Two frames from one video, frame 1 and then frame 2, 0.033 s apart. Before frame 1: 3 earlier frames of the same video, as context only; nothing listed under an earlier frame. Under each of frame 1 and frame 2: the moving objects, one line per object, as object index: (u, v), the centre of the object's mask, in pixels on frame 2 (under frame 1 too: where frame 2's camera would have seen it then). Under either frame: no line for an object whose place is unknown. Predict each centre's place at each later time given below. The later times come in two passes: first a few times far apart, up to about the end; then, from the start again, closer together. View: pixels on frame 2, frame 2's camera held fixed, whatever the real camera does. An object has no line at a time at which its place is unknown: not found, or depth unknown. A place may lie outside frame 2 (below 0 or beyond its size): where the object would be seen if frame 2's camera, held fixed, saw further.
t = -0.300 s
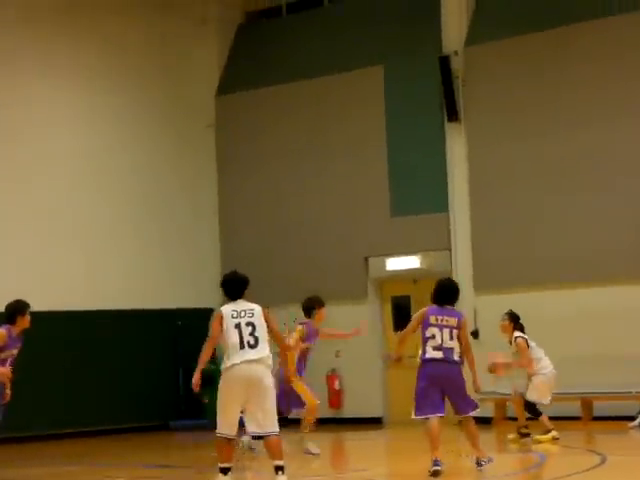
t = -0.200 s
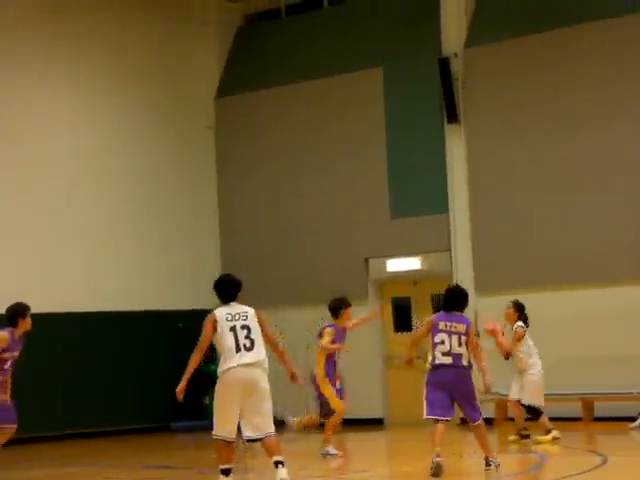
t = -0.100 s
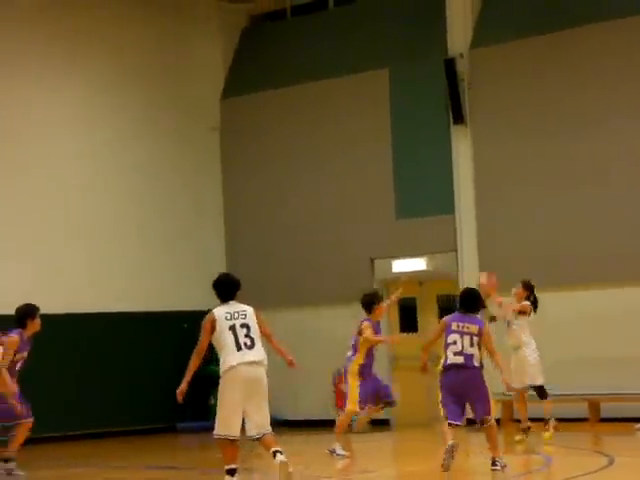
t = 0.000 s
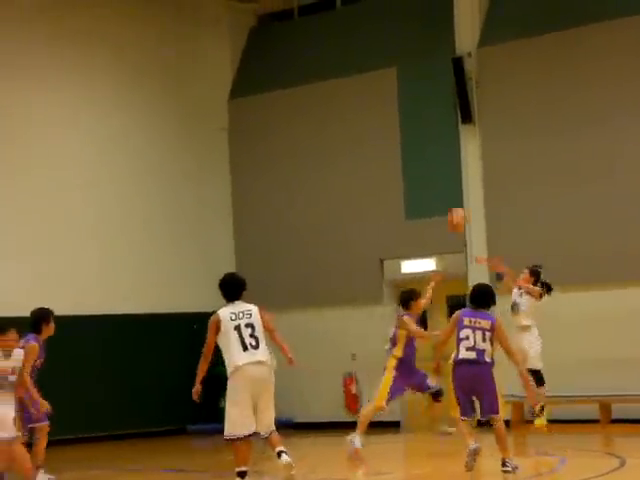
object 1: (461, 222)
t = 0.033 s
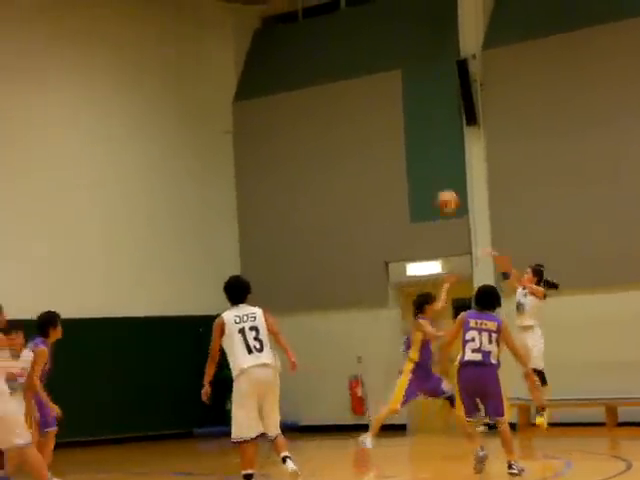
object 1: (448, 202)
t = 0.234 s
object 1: (358, 91)
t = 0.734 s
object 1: (137, -29)
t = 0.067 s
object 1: (432, 181)
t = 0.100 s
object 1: (418, 161)
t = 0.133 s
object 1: (402, 142)
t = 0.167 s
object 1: (388, 125)
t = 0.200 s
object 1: (374, 108)
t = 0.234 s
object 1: (358, 91)
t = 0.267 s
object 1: (342, 75)
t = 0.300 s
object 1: (327, 61)
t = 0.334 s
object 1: (312, 48)
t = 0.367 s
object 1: (297, 35)
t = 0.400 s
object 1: (281, 25)
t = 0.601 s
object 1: (194, -20)
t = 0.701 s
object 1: (149, -28)
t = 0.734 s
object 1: (137, -29)
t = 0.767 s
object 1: (123, -28)
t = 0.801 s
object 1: (108, -29)
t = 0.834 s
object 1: (93, -26)
